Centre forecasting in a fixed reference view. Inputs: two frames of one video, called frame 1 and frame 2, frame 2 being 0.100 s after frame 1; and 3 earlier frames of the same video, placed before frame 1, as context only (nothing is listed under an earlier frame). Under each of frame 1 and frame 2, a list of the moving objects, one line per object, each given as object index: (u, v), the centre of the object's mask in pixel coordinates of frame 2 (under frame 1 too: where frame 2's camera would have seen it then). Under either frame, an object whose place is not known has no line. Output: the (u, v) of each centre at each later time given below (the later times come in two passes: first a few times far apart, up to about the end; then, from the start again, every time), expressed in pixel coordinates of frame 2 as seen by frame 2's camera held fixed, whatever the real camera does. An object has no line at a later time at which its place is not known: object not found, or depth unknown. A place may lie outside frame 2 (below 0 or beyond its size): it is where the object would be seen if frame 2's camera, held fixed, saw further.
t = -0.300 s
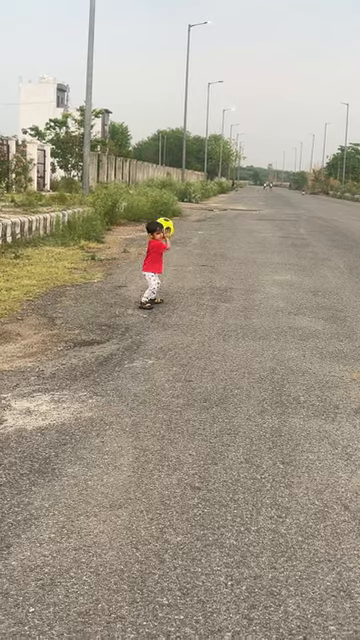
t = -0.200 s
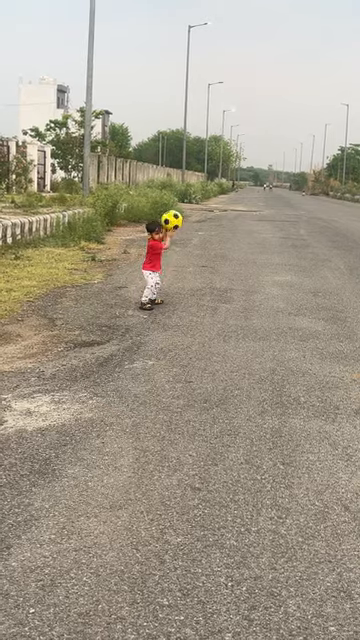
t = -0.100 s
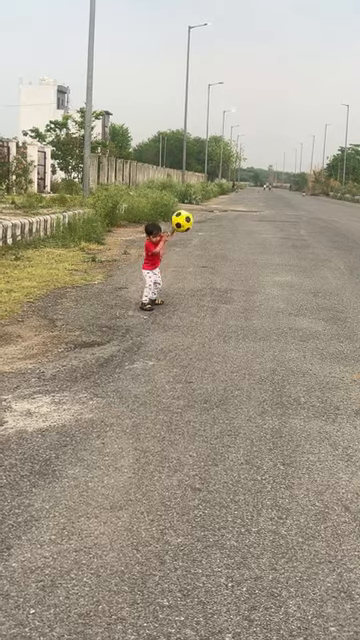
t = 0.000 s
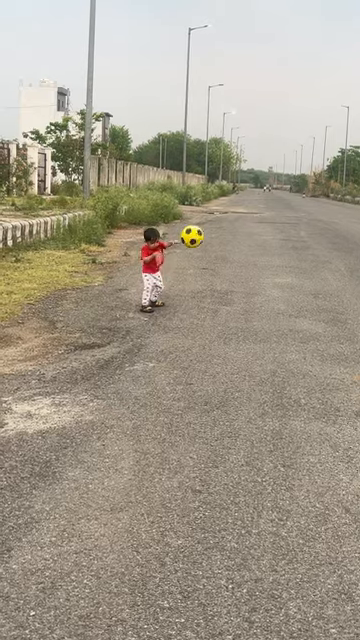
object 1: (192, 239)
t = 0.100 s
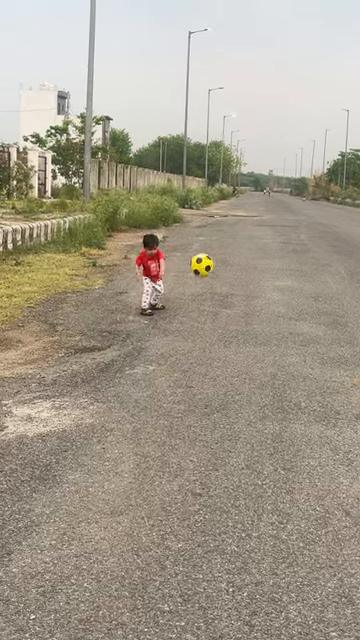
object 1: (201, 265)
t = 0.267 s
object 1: (215, 310)
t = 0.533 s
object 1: (226, 270)
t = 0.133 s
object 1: (205, 275)
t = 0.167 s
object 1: (208, 288)
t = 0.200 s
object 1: (211, 302)
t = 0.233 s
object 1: (214, 317)
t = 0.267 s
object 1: (215, 310)
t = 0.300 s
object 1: (217, 301)
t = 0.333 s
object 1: (218, 293)
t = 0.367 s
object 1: (220, 287)
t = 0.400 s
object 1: (221, 280)
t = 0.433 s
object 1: (222, 276)
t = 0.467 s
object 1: (223, 274)
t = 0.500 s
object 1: (224, 272)
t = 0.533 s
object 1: (226, 270)
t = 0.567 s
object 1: (226, 271)
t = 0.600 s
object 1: (227, 272)
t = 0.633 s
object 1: (227, 275)
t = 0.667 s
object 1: (229, 280)
